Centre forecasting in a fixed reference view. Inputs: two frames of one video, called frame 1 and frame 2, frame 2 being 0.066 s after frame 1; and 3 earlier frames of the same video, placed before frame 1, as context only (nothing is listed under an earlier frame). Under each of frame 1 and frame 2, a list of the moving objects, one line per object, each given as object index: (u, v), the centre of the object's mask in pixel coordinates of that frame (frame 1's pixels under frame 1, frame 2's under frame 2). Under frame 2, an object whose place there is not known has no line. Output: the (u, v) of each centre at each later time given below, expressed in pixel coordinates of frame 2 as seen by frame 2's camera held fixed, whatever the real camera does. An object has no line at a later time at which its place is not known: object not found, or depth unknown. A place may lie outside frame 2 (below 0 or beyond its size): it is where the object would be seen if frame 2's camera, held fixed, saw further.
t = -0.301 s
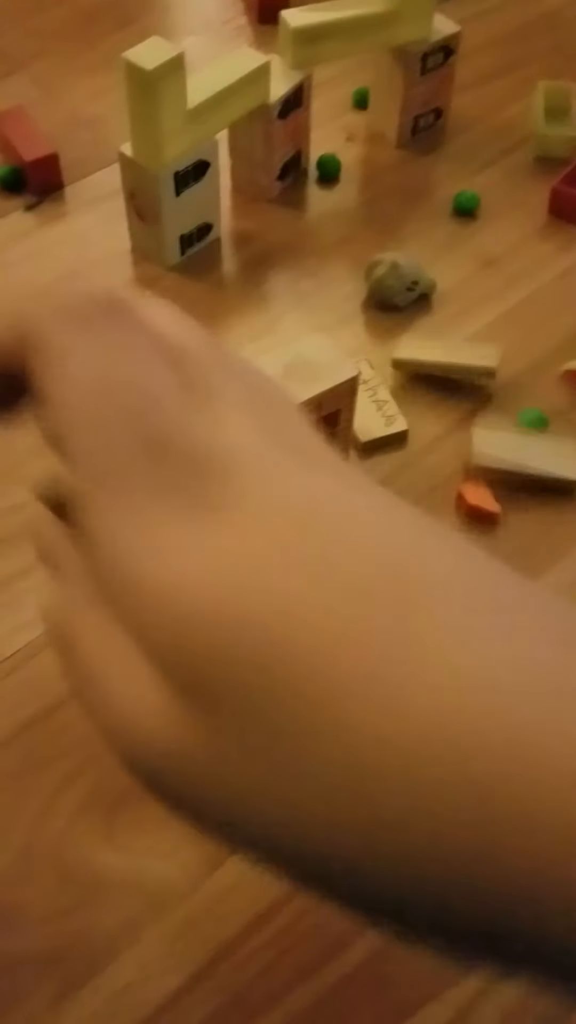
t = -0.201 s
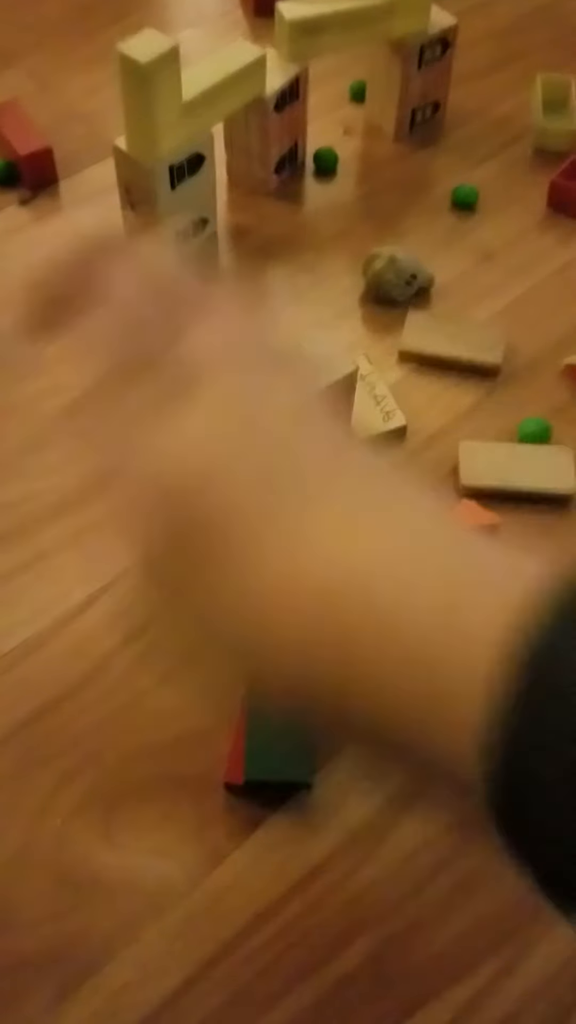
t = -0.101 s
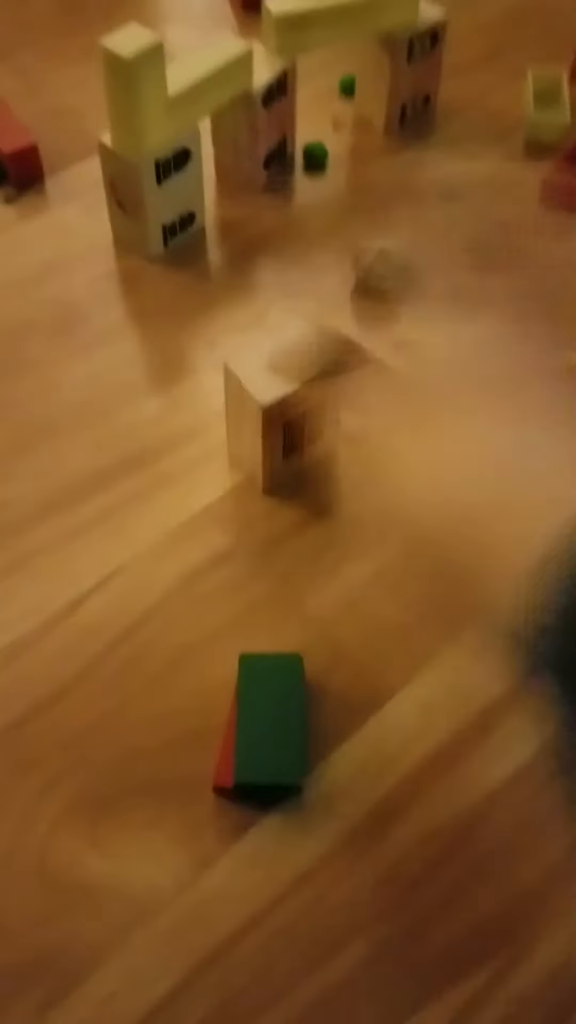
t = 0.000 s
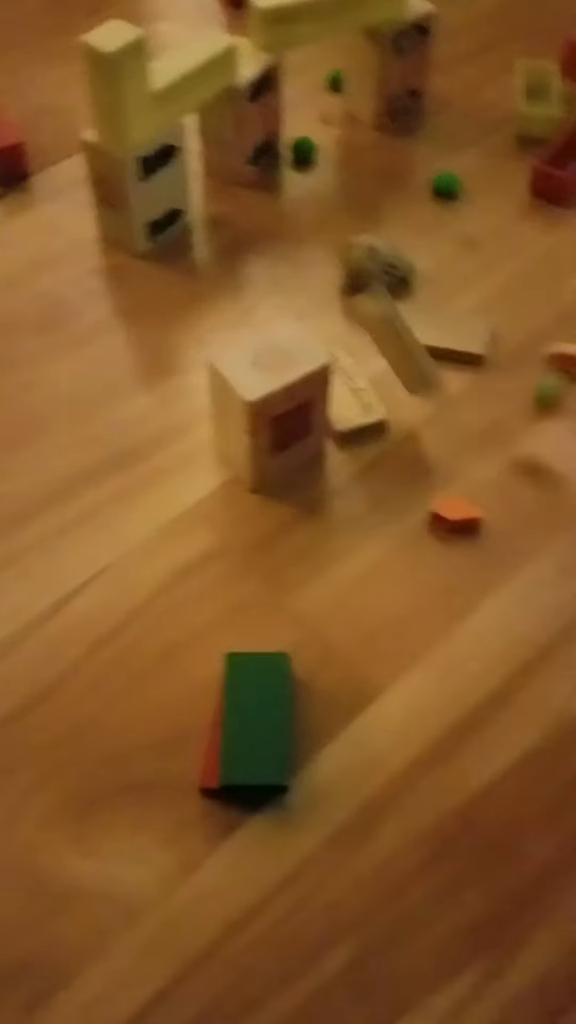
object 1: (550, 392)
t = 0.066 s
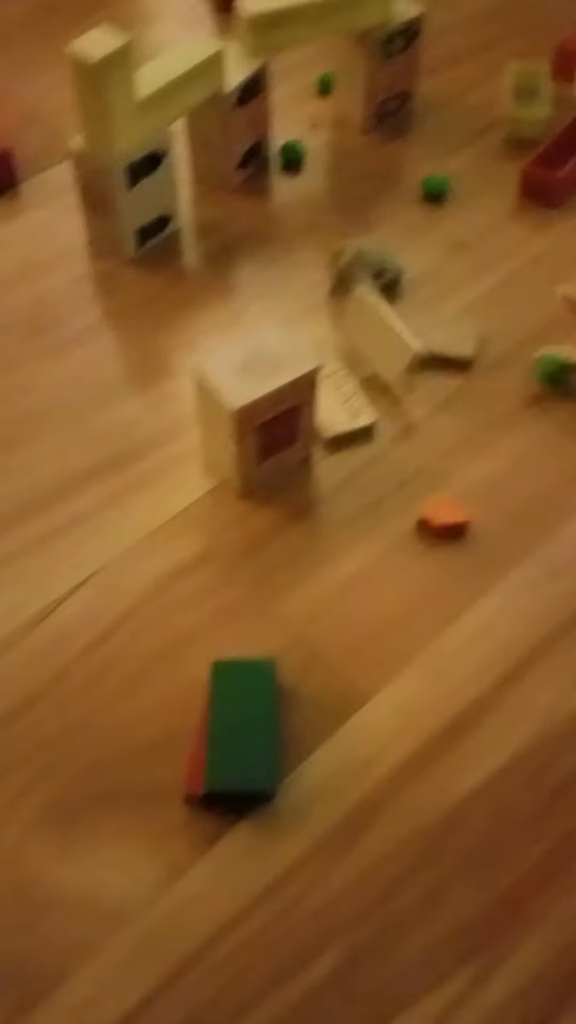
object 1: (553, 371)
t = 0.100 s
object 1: (534, 380)
